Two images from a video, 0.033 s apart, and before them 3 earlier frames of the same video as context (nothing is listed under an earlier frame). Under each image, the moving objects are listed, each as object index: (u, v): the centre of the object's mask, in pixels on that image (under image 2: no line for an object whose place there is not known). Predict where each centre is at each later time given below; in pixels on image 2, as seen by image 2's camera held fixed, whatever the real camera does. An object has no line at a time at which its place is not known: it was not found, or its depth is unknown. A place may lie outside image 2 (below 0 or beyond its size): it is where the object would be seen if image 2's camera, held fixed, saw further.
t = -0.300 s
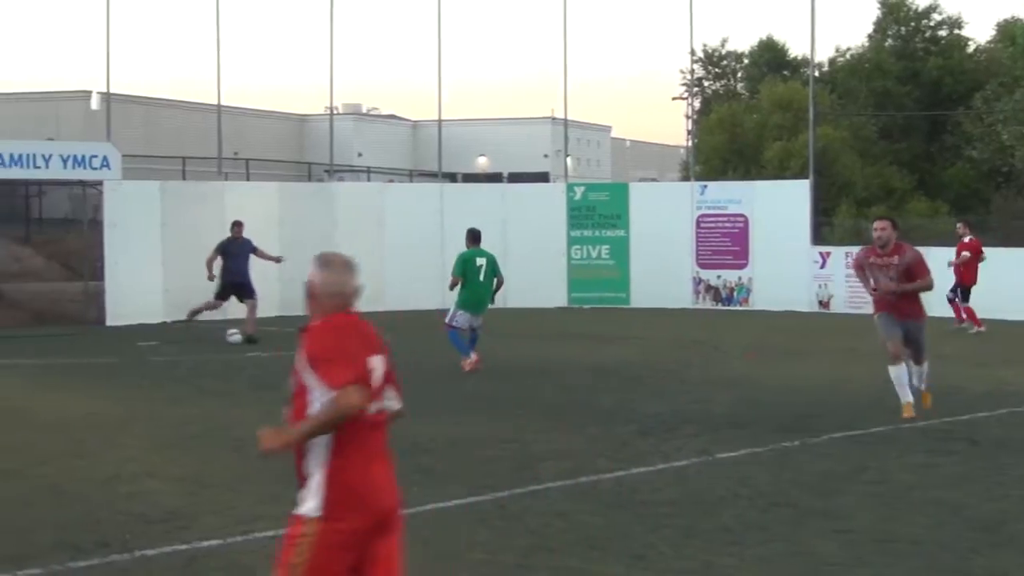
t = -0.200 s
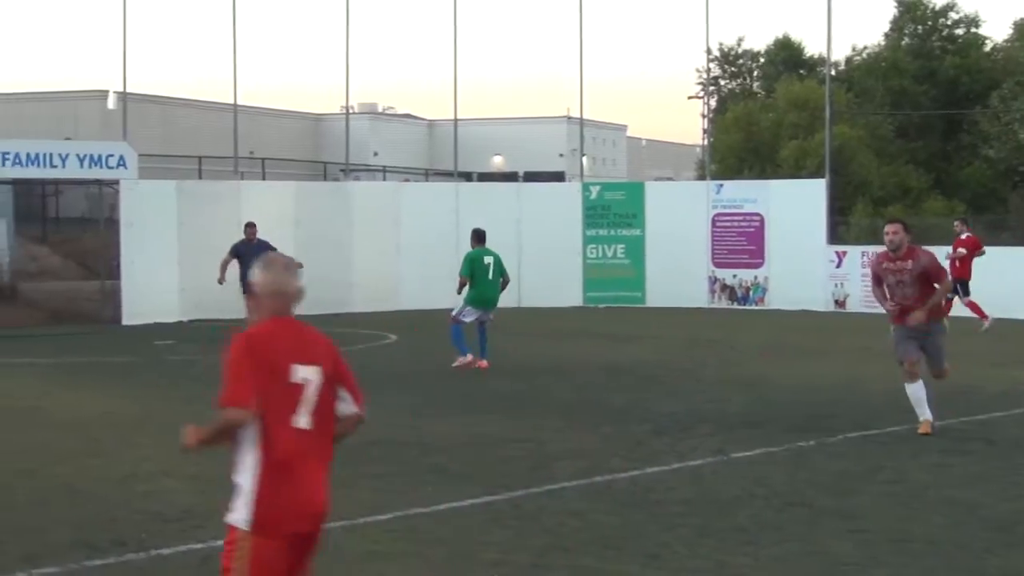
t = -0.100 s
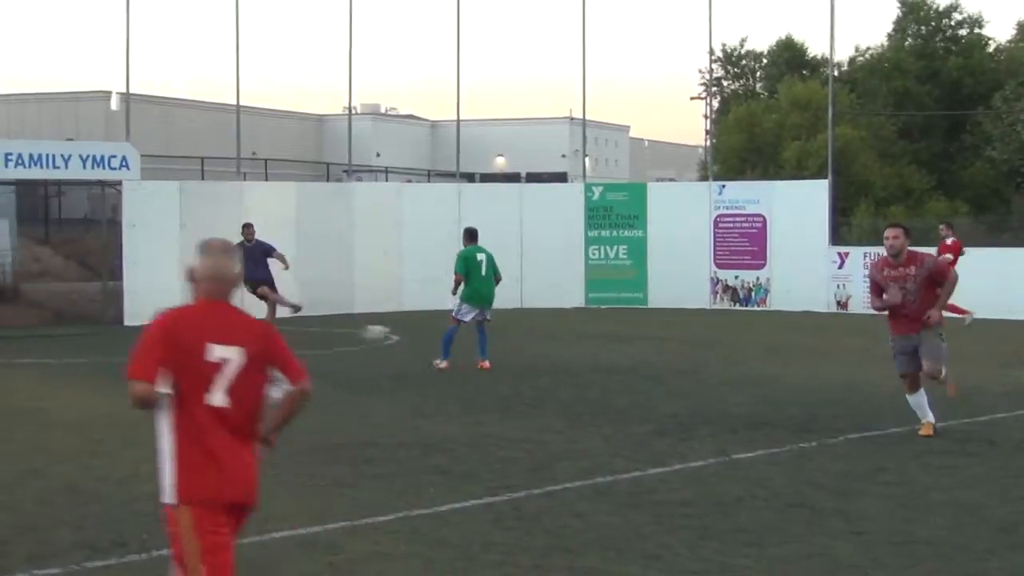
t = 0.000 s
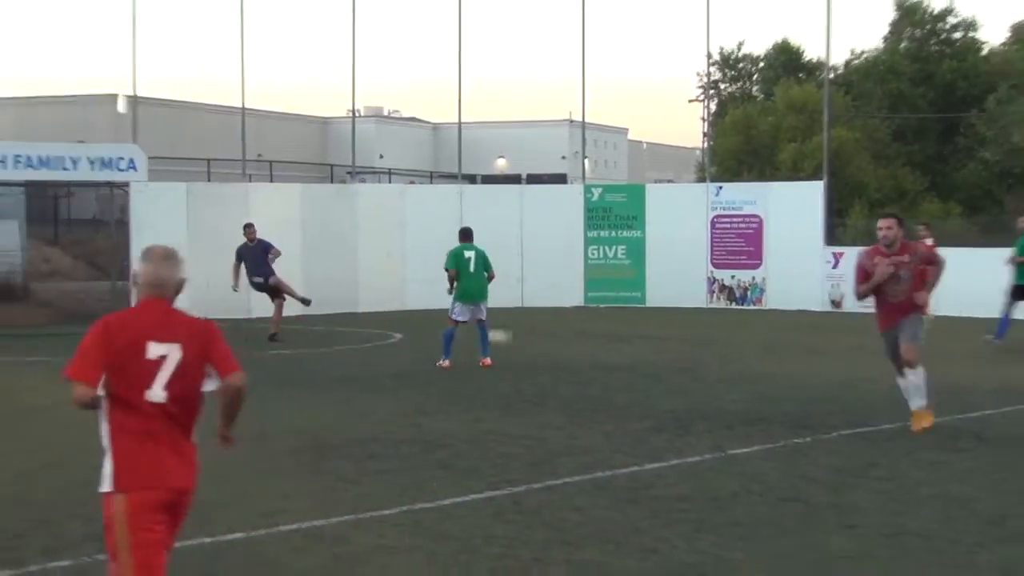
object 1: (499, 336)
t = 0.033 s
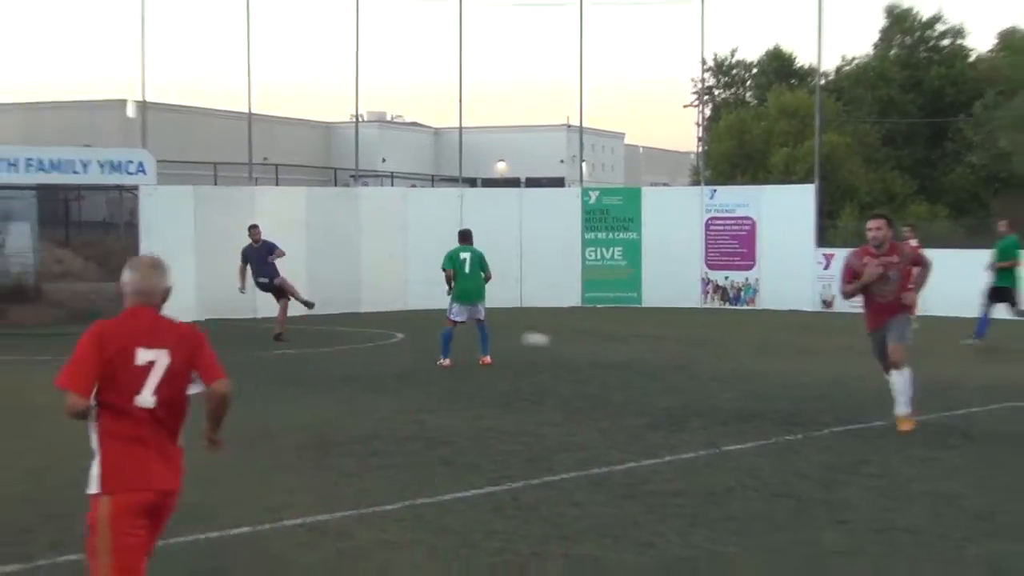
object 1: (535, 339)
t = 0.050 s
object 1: (554, 340)
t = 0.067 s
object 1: (574, 341)
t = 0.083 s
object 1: (594, 343)
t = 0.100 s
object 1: (611, 343)
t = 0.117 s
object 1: (629, 340)
